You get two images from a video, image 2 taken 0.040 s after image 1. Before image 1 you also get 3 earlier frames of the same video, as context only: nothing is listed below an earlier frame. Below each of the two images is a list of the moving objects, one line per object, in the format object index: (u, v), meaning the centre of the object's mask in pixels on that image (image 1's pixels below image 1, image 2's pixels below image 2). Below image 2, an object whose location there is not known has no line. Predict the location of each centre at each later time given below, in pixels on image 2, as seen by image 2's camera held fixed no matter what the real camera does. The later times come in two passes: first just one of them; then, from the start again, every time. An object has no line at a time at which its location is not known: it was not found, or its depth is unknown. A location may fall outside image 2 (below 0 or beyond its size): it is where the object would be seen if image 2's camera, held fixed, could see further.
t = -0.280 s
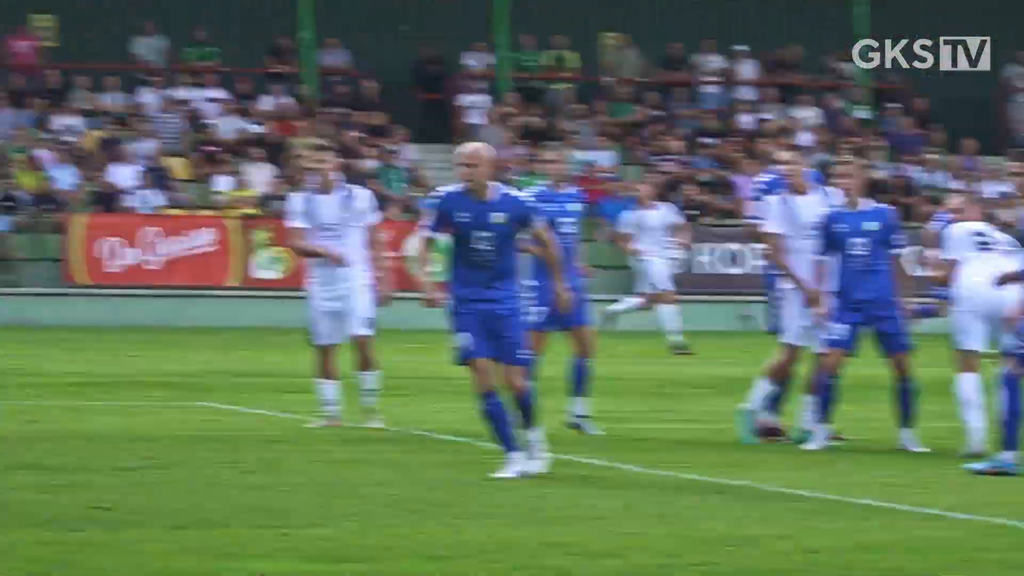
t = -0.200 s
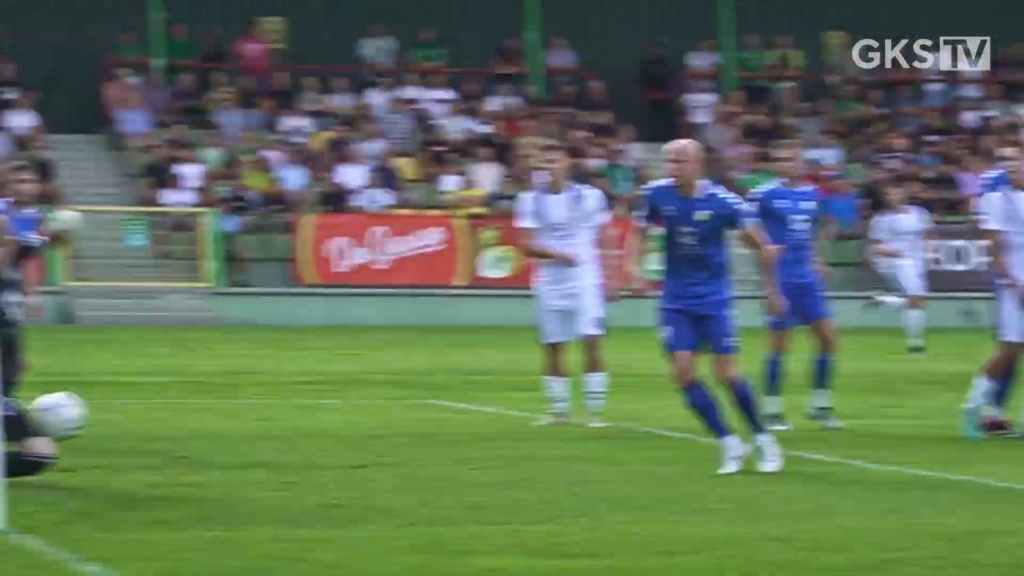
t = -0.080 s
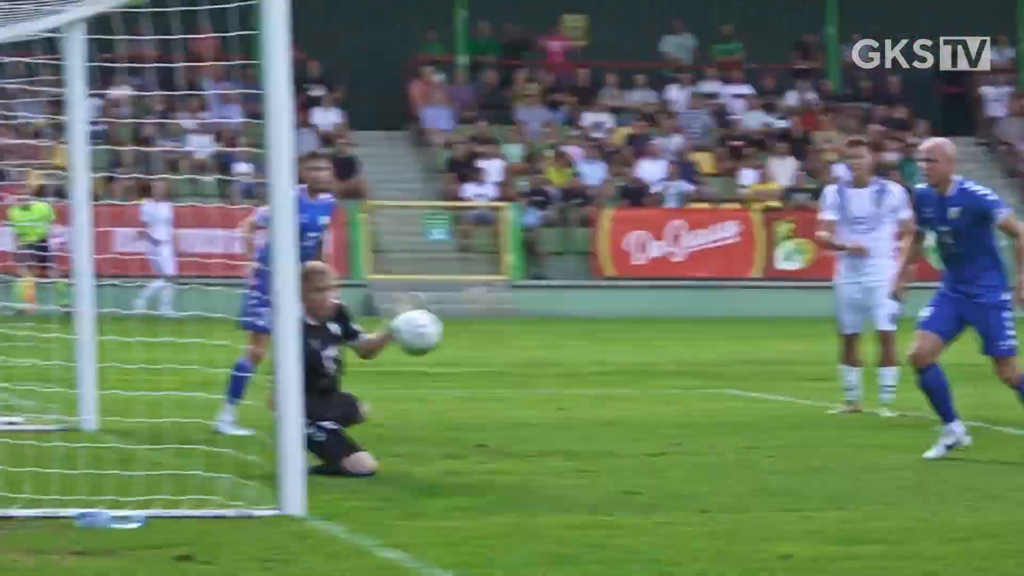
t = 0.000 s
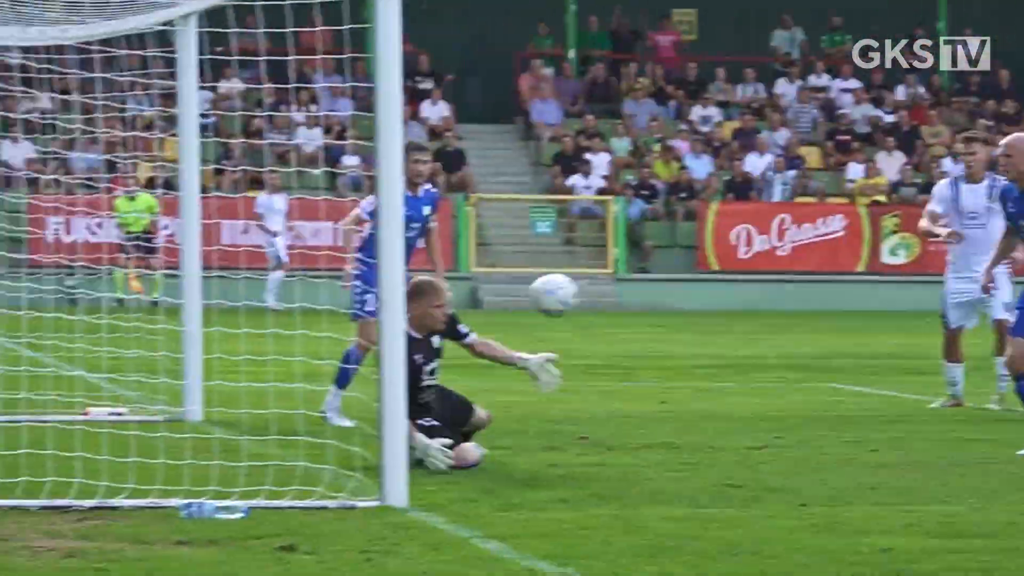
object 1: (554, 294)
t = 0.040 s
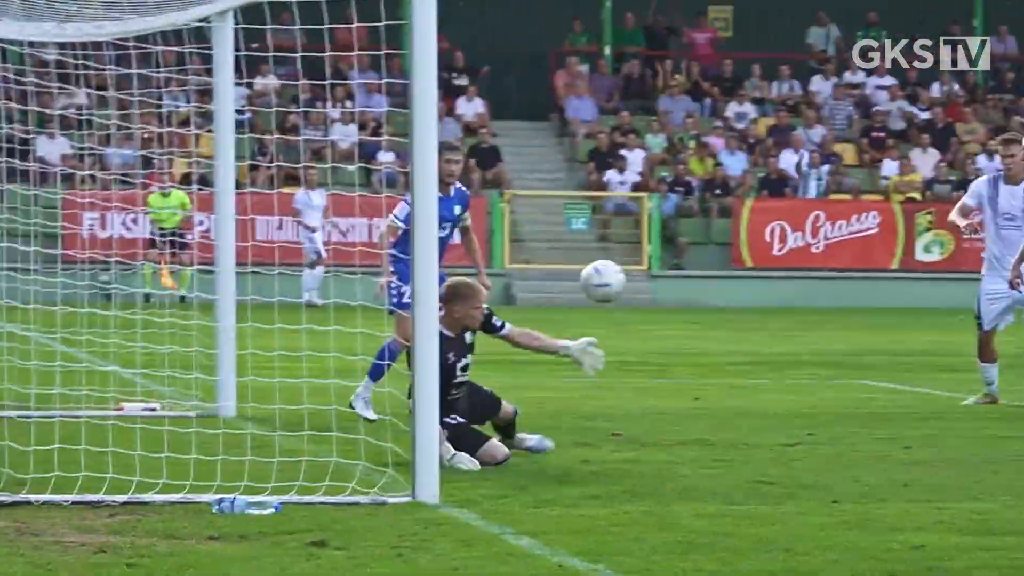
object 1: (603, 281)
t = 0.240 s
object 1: (667, 273)
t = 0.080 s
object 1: (618, 273)
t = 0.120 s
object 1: (632, 269)
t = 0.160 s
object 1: (645, 268)
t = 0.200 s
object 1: (657, 269)
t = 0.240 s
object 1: (667, 273)
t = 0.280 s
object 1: (678, 279)
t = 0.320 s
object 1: (687, 288)
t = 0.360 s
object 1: (697, 298)
